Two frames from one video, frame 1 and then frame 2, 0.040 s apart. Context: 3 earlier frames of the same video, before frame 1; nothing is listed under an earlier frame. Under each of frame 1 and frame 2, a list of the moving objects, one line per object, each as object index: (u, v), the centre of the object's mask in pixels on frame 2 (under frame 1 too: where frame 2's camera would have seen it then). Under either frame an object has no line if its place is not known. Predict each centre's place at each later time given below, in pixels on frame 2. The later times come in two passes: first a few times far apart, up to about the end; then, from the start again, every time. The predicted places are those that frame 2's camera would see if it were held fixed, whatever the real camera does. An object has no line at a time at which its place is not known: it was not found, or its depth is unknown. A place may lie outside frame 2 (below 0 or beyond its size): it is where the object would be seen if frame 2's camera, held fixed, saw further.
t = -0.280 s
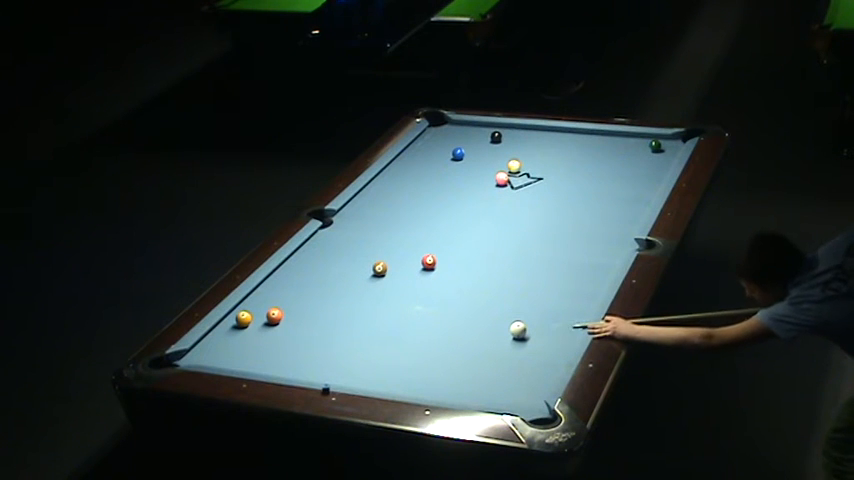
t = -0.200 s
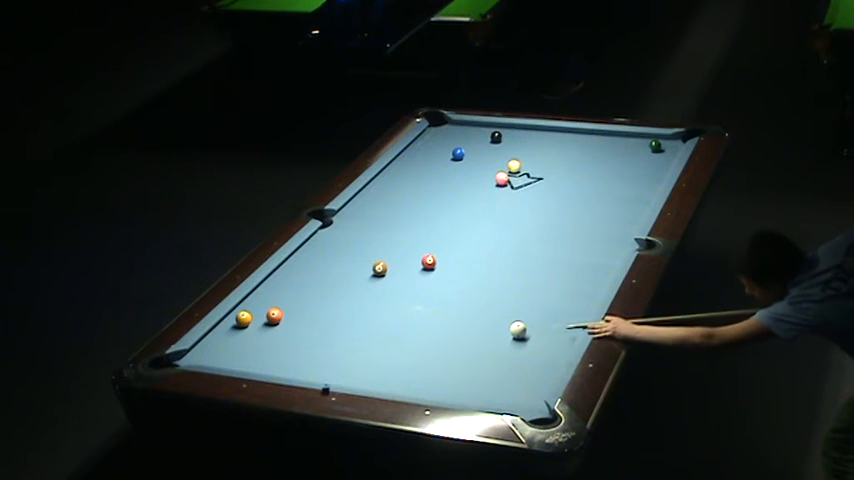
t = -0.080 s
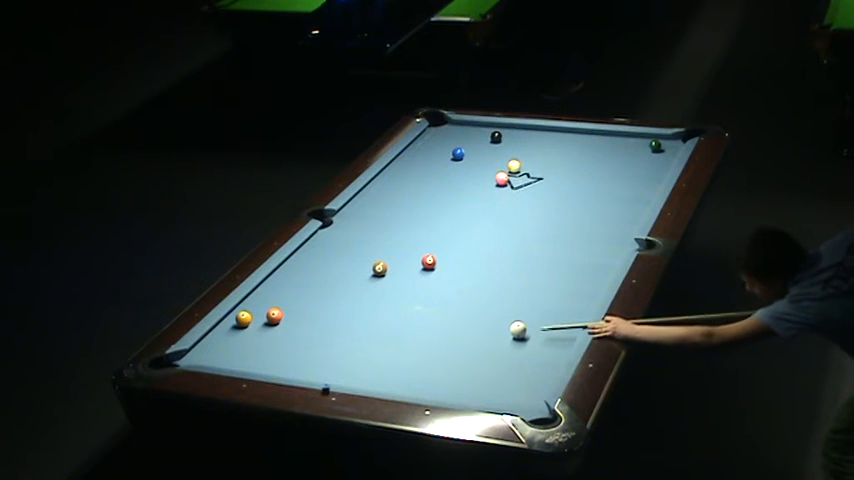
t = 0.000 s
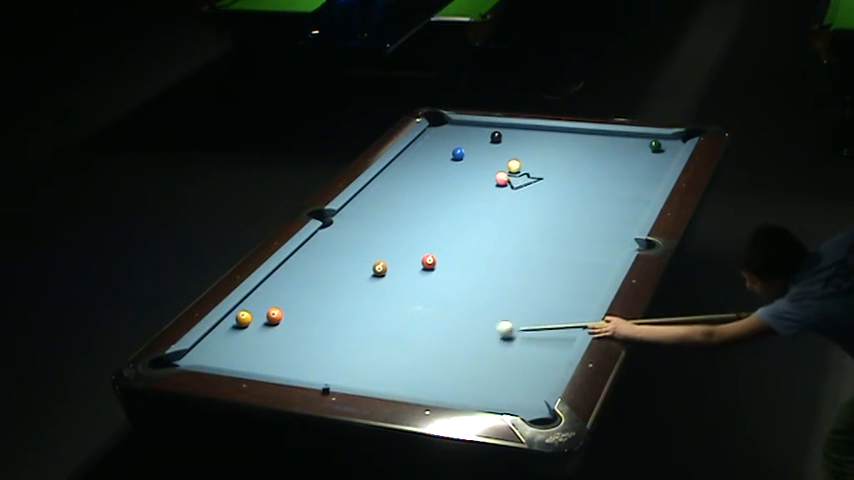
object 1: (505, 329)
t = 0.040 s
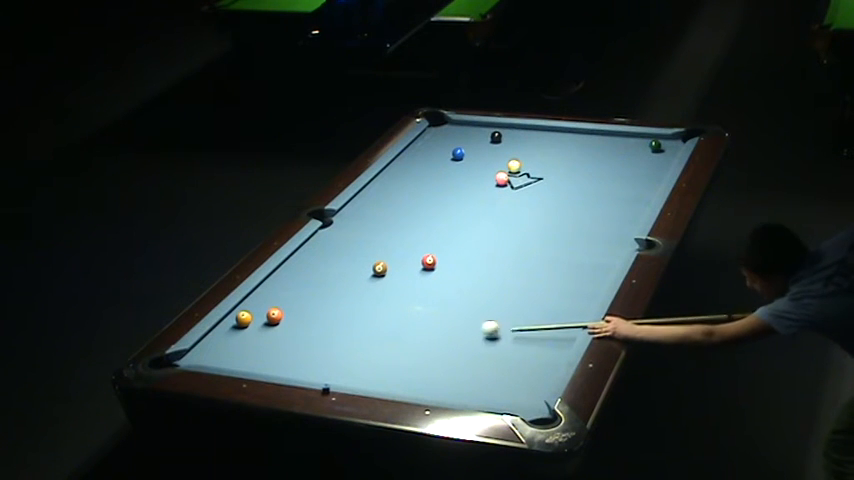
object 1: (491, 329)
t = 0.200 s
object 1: (439, 329)
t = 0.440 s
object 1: (366, 327)
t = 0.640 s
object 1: (307, 327)
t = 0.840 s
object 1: (250, 327)
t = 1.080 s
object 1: (238, 331)
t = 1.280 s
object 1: (263, 338)
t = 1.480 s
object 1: (288, 346)
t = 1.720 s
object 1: (318, 355)
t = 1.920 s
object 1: (343, 362)
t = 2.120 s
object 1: (368, 369)
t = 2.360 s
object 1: (398, 378)
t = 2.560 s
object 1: (422, 384)
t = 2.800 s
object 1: (452, 391)
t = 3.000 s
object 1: (475, 396)
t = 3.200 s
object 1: (499, 401)
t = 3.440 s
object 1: (526, 410)
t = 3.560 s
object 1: (539, 421)
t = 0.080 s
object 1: (476, 329)
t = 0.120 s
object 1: (464, 329)
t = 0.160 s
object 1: (451, 329)
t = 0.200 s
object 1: (439, 329)
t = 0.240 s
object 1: (427, 329)
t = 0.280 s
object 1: (414, 329)
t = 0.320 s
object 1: (402, 328)
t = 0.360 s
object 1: (390, 328)
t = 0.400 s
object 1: (378, 328)
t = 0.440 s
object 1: (366, 327)
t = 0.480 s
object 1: (354, 327)
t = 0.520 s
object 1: (342, 327)
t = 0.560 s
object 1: (330, 327)
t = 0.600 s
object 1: (319, 327)
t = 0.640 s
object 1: (307, 327)
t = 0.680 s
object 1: (296, 327)
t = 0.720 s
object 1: (285, 327)
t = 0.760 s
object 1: (273, 327)
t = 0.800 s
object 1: (262, 327)
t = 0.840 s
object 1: (250, 327)
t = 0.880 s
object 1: (238, 327)
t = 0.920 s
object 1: (227, 326)
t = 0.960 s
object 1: (222, 327)
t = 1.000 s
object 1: (227, 328)
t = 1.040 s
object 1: (232, 330)
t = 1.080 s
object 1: (238, 331)
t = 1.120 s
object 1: (243, 333)
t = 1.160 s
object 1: (248, 334)
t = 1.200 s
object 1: (253, 335)
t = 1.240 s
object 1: (258, 337)
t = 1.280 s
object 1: (263, 338)
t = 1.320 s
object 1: (268, 340)
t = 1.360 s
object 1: (273, 342)
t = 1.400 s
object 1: (278, 343)
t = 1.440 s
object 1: (283, 345)
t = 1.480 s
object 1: (288, 346)
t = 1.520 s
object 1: (294, 348)
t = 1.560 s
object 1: (299, 349)
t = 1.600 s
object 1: (304, 350)
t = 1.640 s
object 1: (308, 352)
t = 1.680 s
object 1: (313, 353)
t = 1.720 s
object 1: (318, 355)
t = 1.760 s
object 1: (323, 356)
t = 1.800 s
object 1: (328, 358)
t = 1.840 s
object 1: (333, 359)
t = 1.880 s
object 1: (338, 361)
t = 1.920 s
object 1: (343, 362)
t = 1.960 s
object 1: (348, 364)
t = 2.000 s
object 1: (353, 365)
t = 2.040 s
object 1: (358, 366)
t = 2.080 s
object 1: (363, 368)
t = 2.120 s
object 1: (368, 369)
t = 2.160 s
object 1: (373, 371)
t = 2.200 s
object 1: (378, 372)
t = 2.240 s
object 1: (383, 374)
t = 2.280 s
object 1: (388, 375)
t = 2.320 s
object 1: (393, 377)
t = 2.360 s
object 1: (398, 378)
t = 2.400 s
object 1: (402, 379)
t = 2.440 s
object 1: (407, 380)
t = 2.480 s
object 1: (412, 381)
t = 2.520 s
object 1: (418, 383)
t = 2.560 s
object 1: (422, 384)
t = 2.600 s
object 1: (427, 386)
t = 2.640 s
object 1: (432, 386)
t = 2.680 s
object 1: (437, 388)
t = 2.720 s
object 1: (442, 389)
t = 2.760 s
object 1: (447, 390)
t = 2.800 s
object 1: (452, 391)
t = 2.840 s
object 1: (456, 392)
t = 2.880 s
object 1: (461, 393)
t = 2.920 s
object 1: (465, 394)
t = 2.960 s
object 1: (470, 395)
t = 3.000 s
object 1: (475, 396)
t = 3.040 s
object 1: (480, 397)
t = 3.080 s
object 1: (484, 398)
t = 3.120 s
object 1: (489, 399)
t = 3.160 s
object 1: (494, 400)
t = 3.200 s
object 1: (499, 401)
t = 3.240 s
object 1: (504, 402)
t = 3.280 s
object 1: (509, 404)
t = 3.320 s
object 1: (514, 406)
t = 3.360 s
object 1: (517, 407)
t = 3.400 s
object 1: (522, 409)
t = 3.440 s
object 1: (526, 410)
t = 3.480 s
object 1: (531, 412)
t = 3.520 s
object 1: (536, 416)
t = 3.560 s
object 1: (539, 421)
